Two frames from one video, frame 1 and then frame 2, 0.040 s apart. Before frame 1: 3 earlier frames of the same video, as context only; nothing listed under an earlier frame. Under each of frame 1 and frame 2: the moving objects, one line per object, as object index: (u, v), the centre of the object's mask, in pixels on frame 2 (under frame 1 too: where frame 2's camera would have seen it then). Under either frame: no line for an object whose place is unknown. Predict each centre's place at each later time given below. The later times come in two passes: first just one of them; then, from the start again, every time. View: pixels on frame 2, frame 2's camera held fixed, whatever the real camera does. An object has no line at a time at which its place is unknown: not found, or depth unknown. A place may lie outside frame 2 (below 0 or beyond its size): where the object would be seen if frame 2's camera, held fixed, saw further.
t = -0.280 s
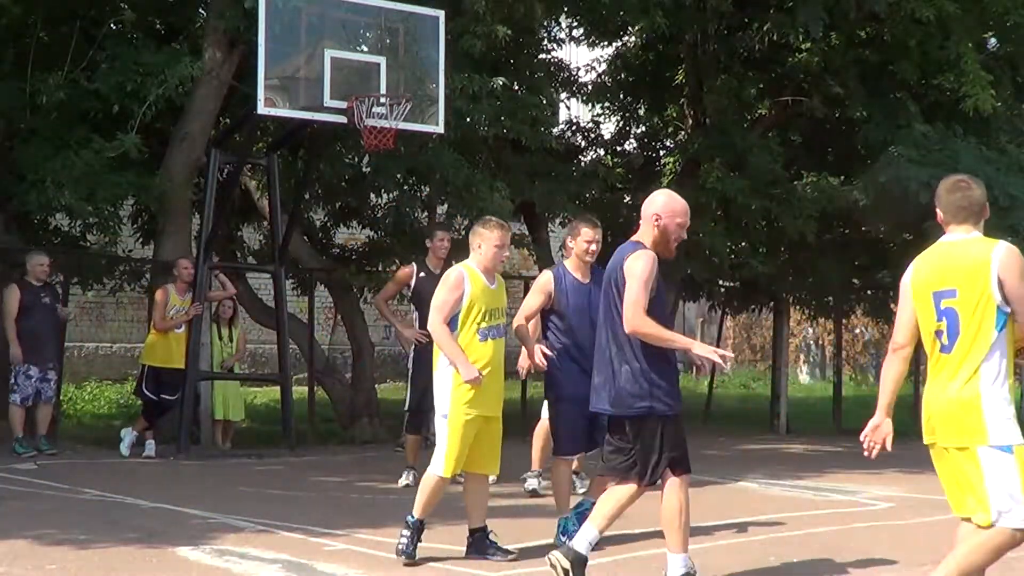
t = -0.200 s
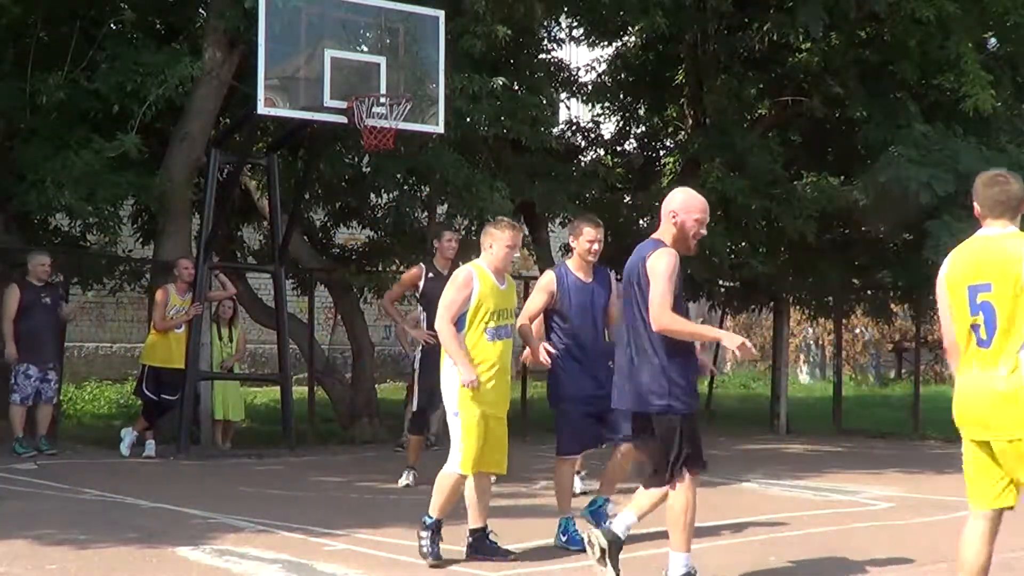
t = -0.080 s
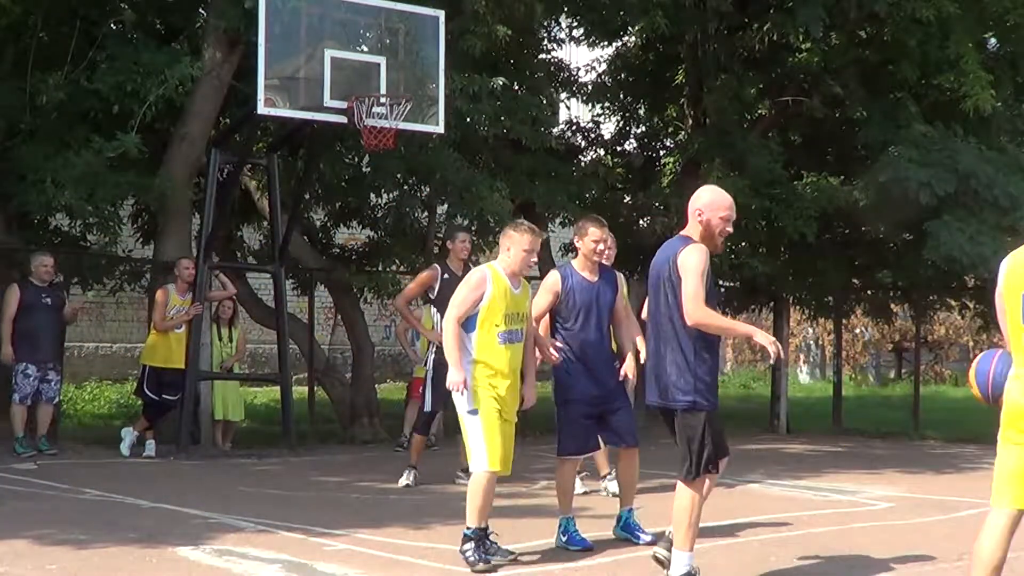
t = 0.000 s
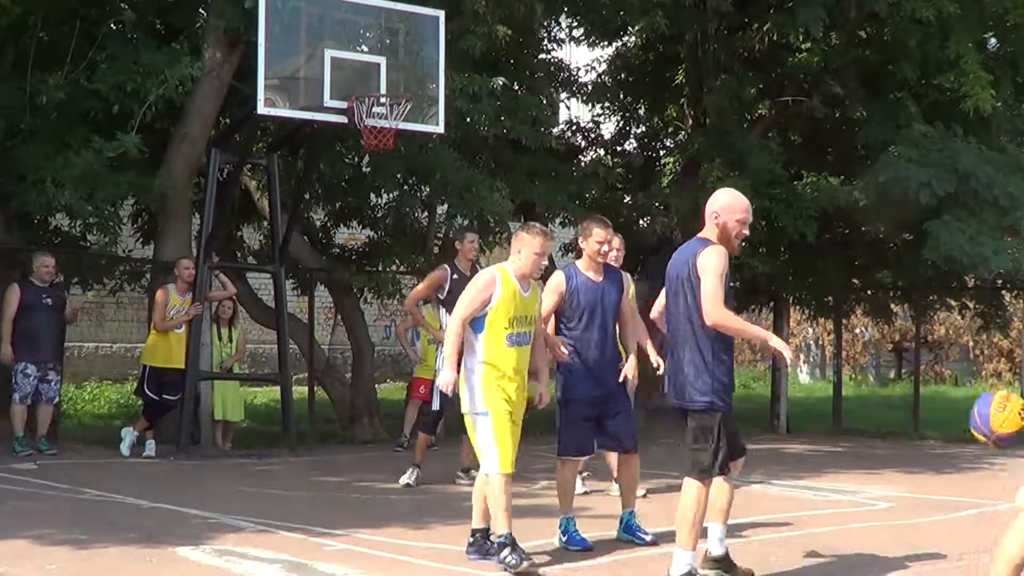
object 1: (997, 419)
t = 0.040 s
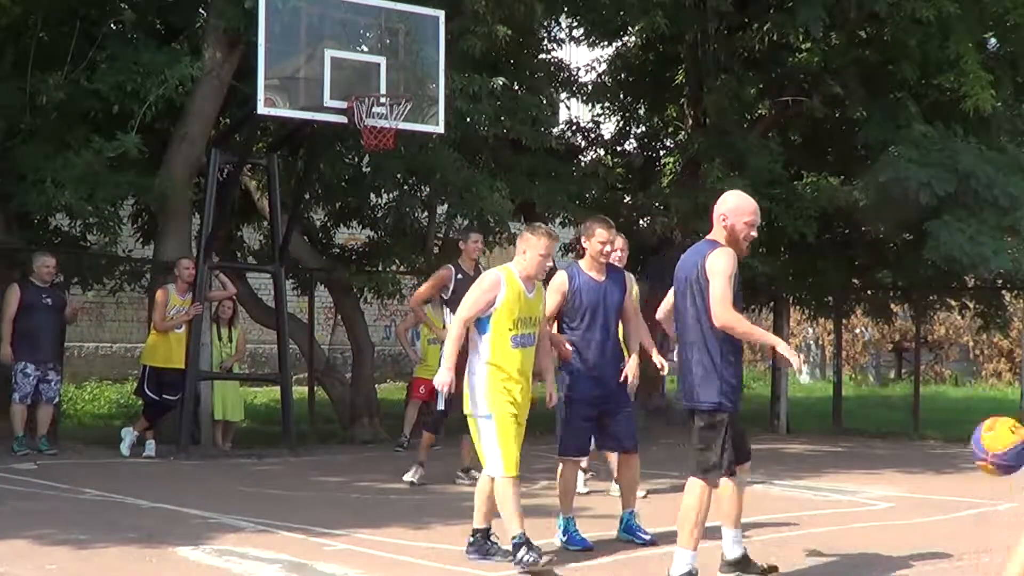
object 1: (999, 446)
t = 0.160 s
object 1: (999, 549)
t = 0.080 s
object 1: (999, 476)
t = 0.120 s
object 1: (999, 511)
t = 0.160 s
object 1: (999, 549)
